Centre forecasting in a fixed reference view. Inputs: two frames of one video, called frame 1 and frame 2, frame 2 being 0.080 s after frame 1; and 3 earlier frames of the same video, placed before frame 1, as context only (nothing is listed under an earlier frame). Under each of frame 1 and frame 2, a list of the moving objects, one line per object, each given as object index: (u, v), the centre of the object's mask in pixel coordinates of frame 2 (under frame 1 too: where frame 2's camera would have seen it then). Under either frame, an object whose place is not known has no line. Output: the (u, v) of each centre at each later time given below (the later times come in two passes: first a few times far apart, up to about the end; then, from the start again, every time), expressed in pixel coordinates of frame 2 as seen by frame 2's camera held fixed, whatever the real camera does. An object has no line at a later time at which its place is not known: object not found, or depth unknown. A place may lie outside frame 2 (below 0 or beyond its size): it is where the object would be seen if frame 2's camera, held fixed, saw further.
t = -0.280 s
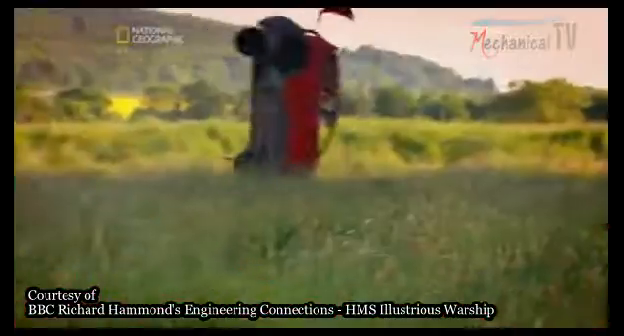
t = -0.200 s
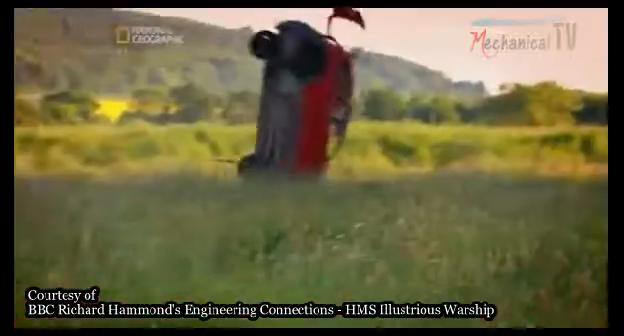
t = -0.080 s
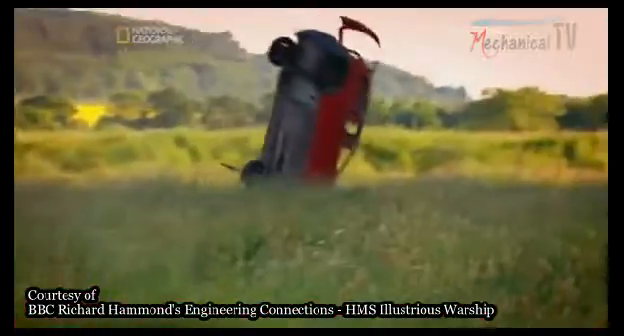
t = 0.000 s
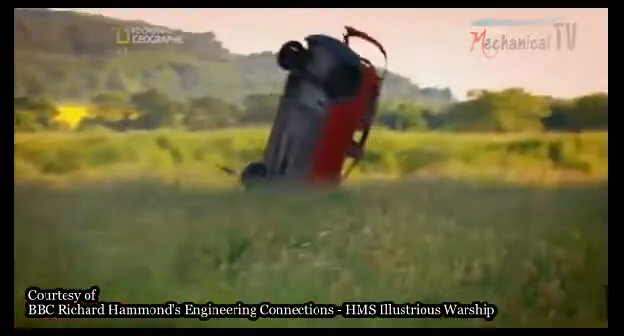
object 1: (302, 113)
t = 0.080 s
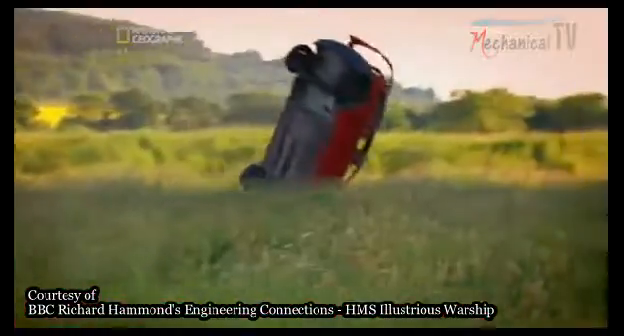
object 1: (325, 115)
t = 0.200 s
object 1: (355, 123)
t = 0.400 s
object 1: (404, 135)
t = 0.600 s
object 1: (451, 150)
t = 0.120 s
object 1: (335, 118)
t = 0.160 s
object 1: (345, 121)
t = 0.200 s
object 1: (355, 123)
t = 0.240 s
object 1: (366, 125)
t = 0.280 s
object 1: (376, 127)
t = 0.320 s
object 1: (386, 129)
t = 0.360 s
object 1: (395, 132)
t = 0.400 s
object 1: (404, 135)
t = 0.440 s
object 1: (413, 137)
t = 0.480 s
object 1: (423, 140)
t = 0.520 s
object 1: (433, 144)
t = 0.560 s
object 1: (442, 147)
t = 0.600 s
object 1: (451, 150)
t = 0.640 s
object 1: (458, 153)
